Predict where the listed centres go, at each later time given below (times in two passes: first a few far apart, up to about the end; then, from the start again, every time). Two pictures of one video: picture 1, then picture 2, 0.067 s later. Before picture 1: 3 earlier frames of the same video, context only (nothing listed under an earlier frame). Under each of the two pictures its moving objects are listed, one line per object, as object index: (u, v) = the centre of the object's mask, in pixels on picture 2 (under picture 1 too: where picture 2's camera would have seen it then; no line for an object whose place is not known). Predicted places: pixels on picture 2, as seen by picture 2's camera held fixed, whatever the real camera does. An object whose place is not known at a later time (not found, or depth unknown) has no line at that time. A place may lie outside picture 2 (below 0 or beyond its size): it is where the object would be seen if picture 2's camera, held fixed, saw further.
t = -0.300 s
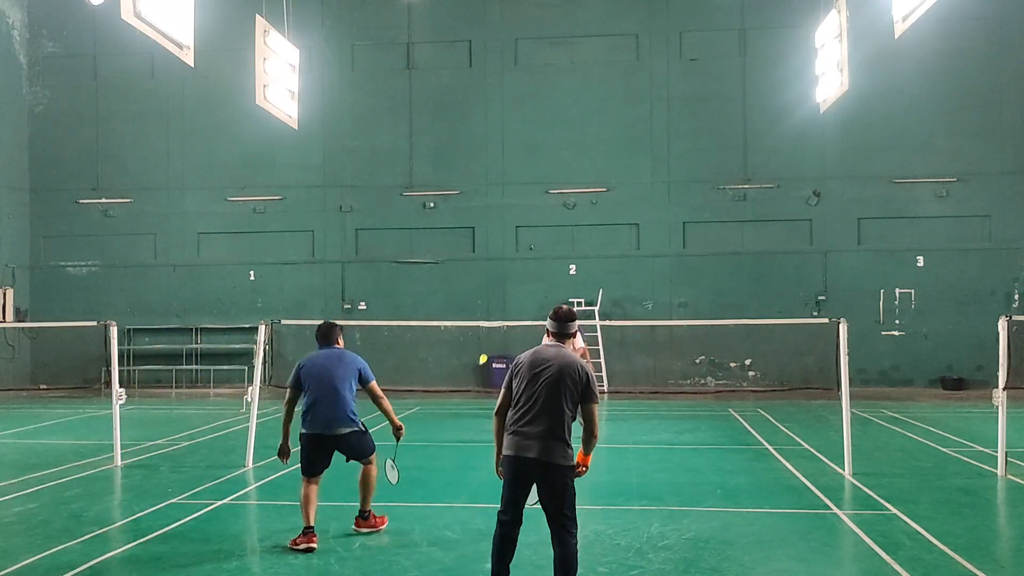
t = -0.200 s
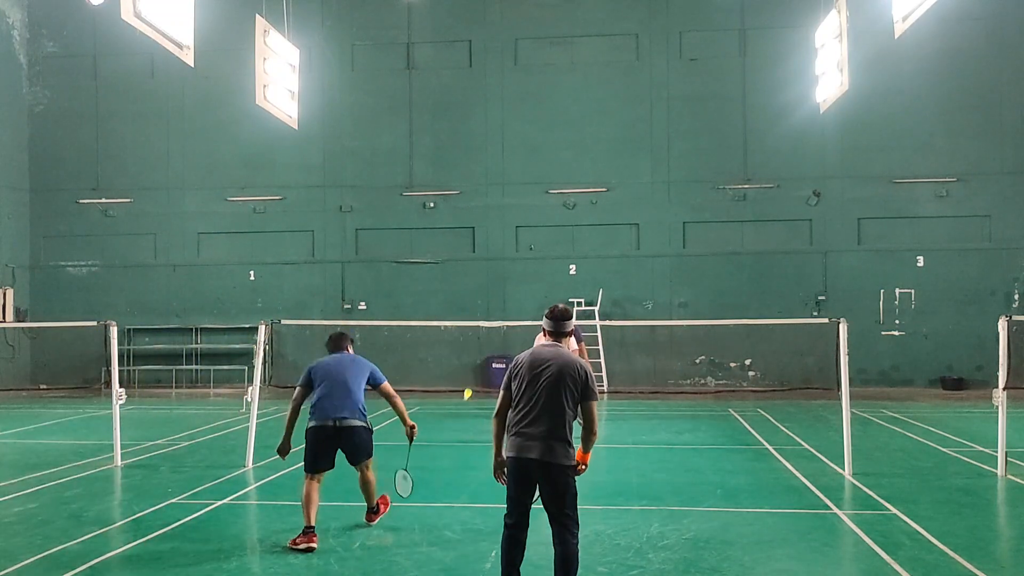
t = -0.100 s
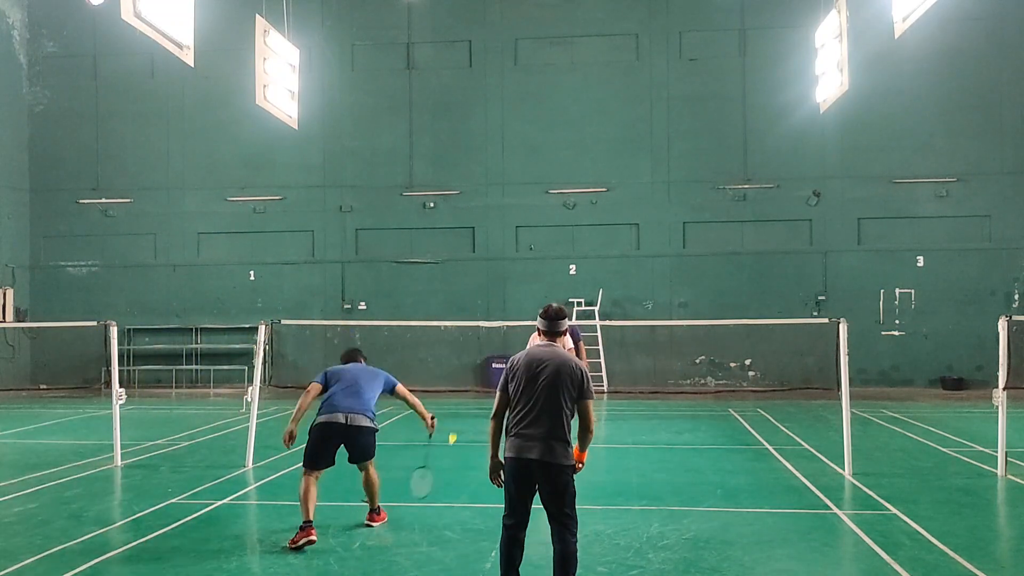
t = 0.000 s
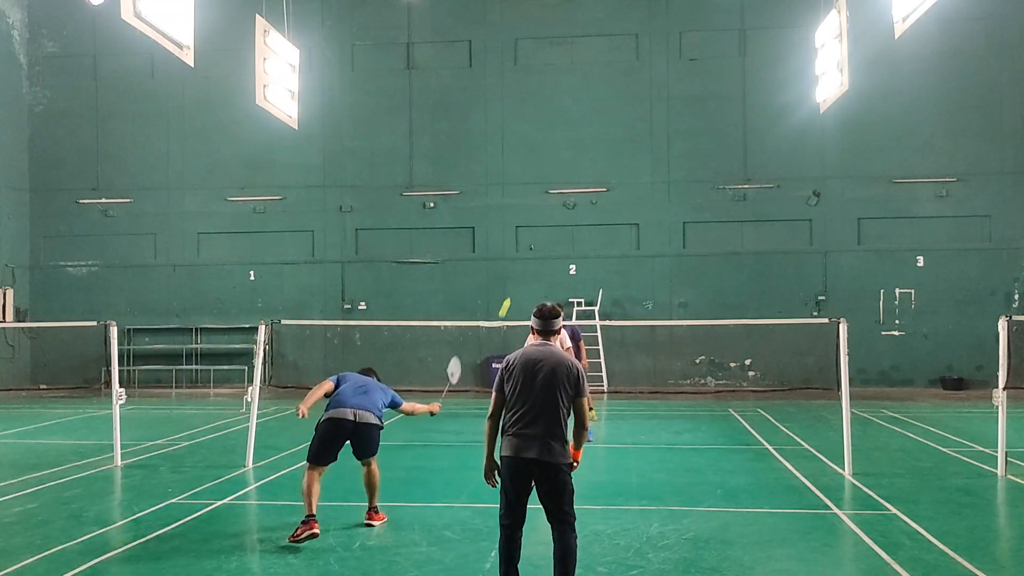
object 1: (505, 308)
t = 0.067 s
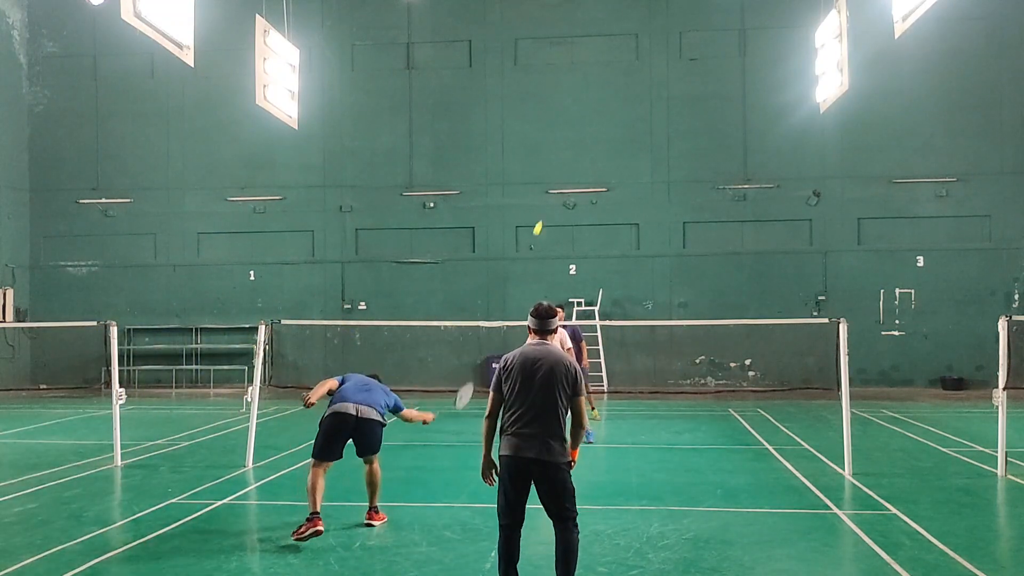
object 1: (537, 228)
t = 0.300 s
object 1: (596, 109)
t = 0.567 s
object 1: (629, 81)
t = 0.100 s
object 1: (550, 200)
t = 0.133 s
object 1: (560, 176)
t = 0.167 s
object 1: (569, 157)
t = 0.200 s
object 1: (577, 142)
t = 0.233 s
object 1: (584, 128)
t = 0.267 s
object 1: (590, 118)
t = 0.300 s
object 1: (596, 109)
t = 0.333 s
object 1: (601, 101)
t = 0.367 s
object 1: (606, 95)
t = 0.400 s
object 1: (610, 90)
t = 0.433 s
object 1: (614, 87)
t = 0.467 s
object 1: (618, 84)
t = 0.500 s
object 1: (622, 82)
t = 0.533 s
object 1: (626, 81)
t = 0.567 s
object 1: (629, 81)
